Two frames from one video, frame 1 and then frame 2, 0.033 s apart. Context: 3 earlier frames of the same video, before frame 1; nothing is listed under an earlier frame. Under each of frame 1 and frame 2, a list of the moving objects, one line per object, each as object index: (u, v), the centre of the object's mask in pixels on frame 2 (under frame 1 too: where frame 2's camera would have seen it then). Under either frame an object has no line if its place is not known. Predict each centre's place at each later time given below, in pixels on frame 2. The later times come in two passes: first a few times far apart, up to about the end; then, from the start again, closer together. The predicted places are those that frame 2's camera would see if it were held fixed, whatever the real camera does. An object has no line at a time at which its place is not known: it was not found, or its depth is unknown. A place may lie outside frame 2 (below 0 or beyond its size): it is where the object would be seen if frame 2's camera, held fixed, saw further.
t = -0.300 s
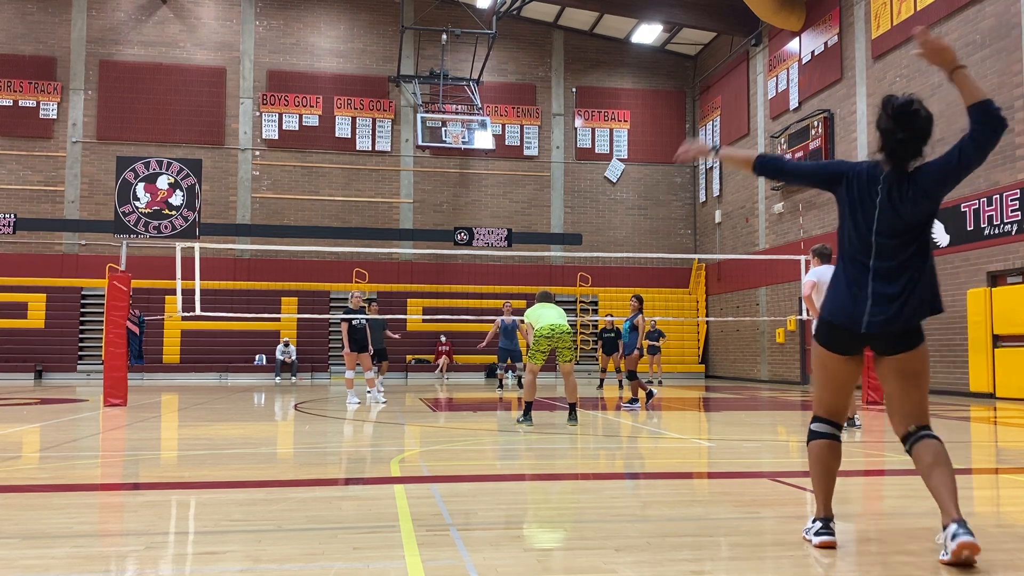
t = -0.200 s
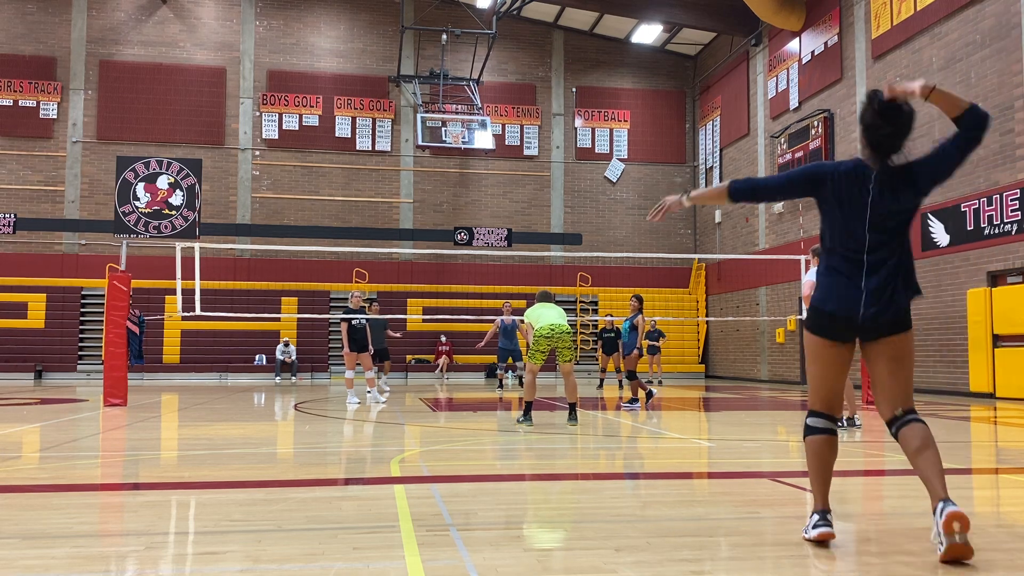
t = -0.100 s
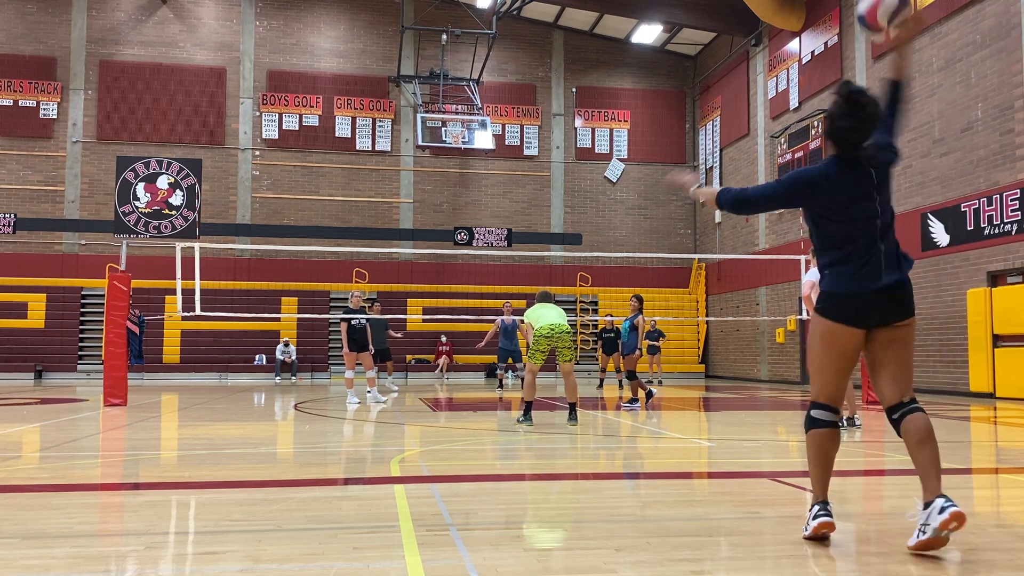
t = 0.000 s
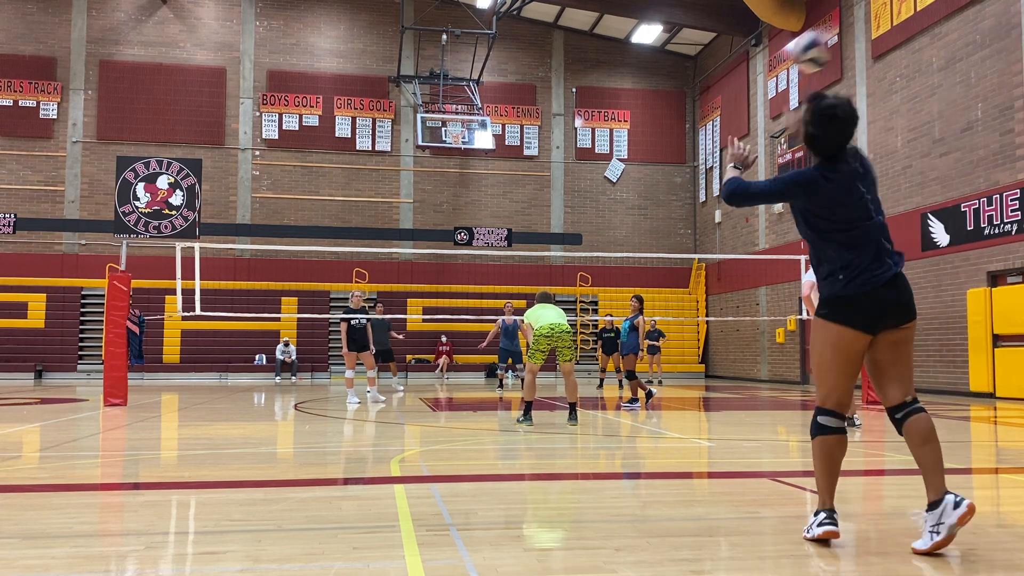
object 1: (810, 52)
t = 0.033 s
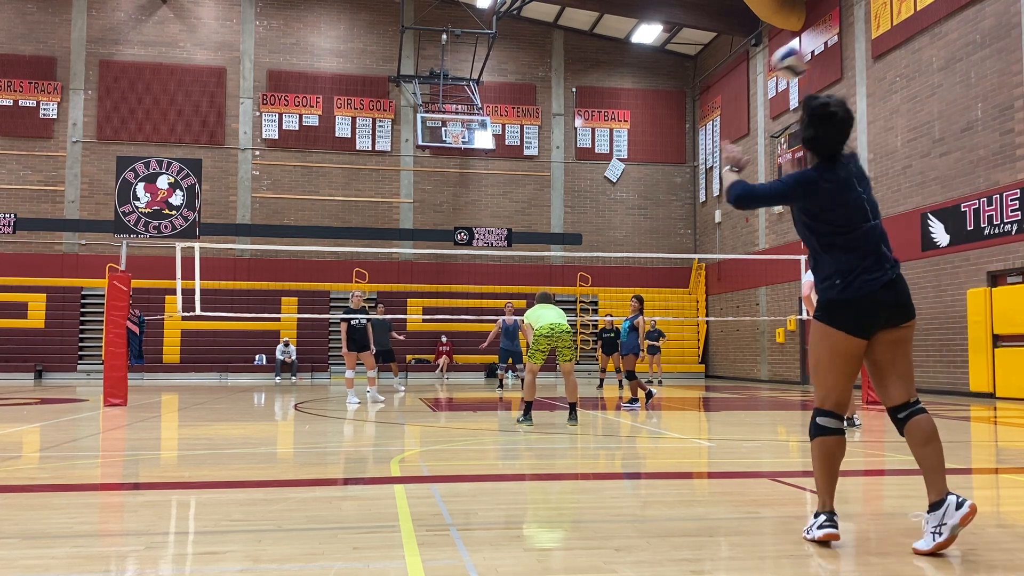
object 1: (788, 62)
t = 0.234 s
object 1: (725, 115)
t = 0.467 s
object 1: (690, 175)
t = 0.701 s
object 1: (673, 235)
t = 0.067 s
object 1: (773, 71)
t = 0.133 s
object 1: (750, 90)
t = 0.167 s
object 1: (740, 98)
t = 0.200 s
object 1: (732, 107)
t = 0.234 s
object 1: (725, 115)
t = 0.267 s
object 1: (718, 123)
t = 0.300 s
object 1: (713, 131)
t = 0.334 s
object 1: (706, 140)
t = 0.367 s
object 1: (702, 148)
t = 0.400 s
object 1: (697, 157)
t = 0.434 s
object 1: (694, 166)
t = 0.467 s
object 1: (690, 175)
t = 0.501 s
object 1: (687, 183)
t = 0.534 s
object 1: (684, 191)
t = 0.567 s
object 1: (682, 200)
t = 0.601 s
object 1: (680, 209)
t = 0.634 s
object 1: (677, 218)
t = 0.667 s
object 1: (675, 226)
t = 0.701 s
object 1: (673, 235)
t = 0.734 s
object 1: (670, 244)
